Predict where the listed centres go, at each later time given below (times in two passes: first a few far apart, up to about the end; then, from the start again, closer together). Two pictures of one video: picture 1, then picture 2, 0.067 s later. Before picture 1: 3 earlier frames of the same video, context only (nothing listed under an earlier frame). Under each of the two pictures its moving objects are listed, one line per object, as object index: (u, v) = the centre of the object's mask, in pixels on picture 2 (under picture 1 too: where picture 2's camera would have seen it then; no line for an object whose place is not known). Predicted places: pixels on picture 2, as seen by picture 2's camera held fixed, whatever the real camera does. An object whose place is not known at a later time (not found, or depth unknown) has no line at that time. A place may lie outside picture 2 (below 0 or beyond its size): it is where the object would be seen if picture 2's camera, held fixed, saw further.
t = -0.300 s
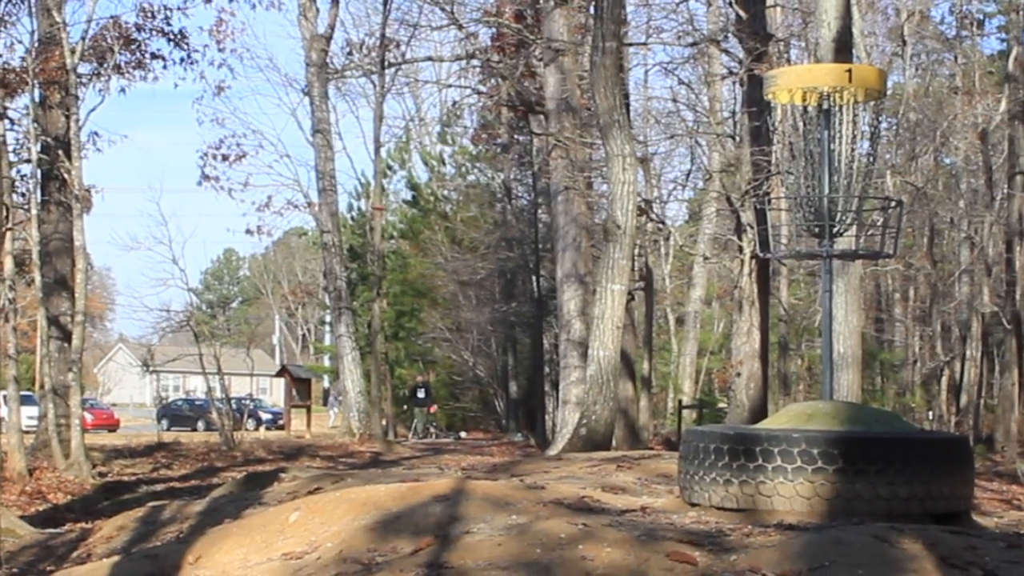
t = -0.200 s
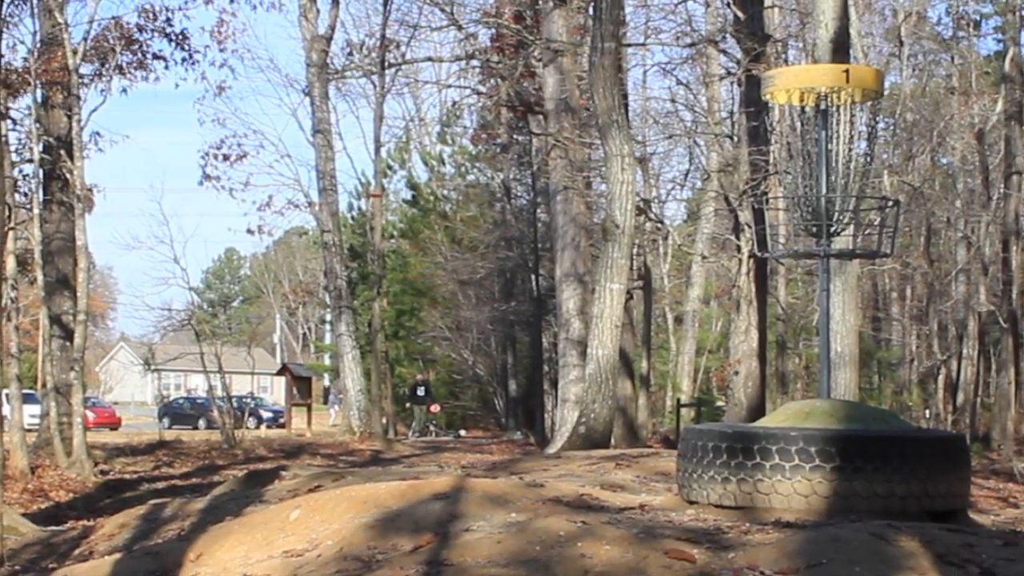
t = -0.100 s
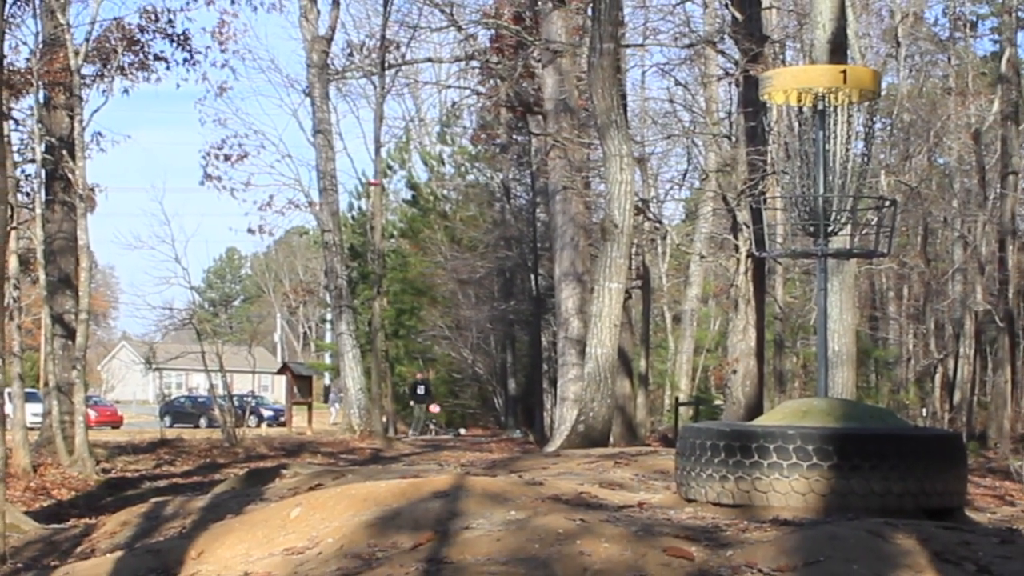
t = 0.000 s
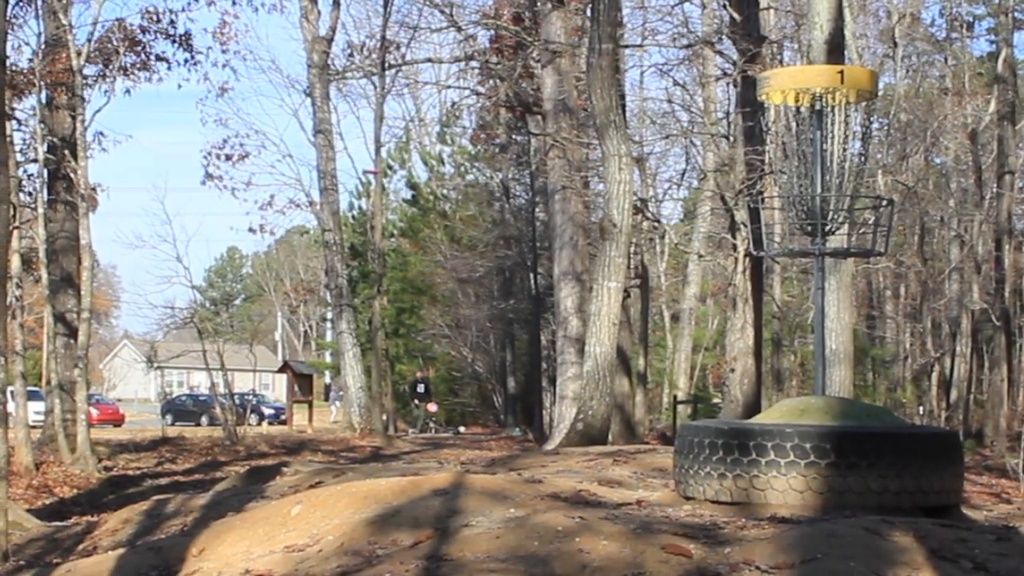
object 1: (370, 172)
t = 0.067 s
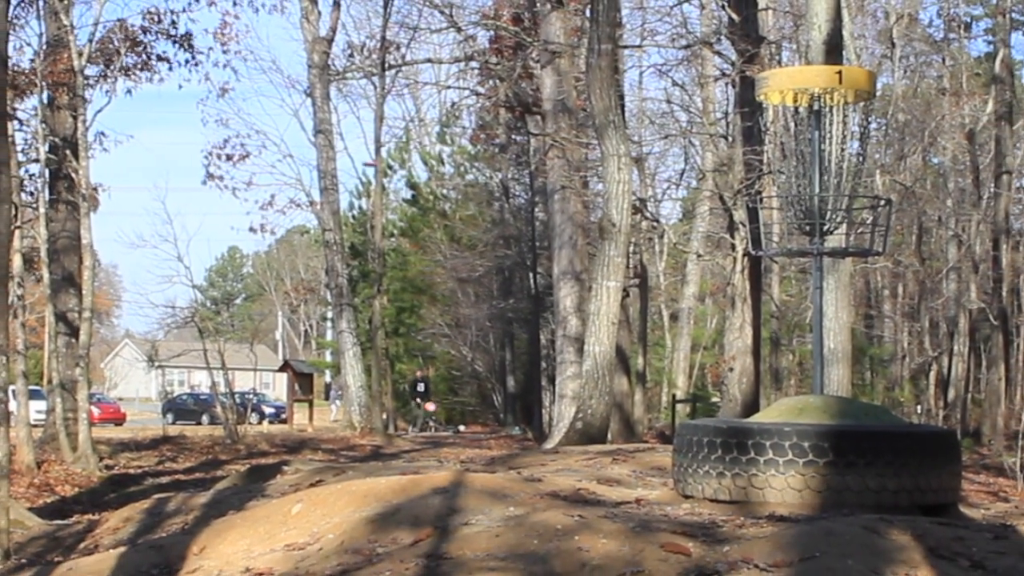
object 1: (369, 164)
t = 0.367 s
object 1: (364, 138)
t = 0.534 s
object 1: (363, 127)
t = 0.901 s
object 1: (371, 105)
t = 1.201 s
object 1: (394, 104)
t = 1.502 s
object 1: (450, 116)
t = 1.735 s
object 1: (547, 127)
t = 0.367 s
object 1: (364, 138)
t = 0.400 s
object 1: (364, 136)
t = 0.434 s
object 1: (364, 134)
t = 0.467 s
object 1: (363, 132)
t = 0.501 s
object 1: (364, 129)
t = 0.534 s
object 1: (363, 127)
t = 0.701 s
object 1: (364, 116)
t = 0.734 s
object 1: (365, 114)
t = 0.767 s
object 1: (366, 112)
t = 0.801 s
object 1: (367, 110)
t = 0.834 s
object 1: (367, 108)
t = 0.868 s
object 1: (369, 107)
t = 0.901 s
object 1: (371, 105)
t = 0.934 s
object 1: (373, 104)
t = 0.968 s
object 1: (374, 102)
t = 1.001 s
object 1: (376, 102)
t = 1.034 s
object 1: (378, 101)
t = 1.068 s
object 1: (381, 101)
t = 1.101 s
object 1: (383, 101)
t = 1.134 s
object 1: (386, 102)
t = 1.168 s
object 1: (390, 103)
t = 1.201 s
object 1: (394, 104)
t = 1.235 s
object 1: (397, 105)
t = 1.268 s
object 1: (402, 107)
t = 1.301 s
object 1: (407, 107)
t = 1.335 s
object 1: (412, 109)
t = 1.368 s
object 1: (419, 110)
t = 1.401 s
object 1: (425, 112)
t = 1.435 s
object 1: (433, 113)
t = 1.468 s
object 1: (442, 115)
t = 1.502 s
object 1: (450, 116)
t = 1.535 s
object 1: (460, 118)
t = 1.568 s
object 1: (471, 119)
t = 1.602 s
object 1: (484, 121)
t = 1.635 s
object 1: (498, 123)
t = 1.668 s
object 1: (512, 124)
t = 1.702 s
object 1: (528, 126)
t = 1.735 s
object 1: (547, 127)
